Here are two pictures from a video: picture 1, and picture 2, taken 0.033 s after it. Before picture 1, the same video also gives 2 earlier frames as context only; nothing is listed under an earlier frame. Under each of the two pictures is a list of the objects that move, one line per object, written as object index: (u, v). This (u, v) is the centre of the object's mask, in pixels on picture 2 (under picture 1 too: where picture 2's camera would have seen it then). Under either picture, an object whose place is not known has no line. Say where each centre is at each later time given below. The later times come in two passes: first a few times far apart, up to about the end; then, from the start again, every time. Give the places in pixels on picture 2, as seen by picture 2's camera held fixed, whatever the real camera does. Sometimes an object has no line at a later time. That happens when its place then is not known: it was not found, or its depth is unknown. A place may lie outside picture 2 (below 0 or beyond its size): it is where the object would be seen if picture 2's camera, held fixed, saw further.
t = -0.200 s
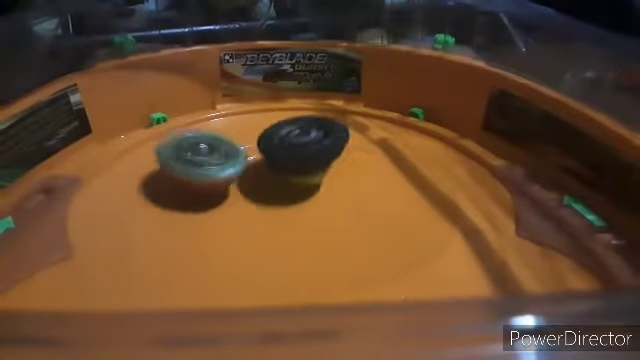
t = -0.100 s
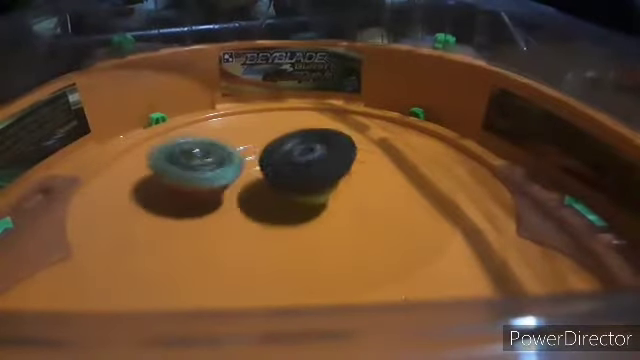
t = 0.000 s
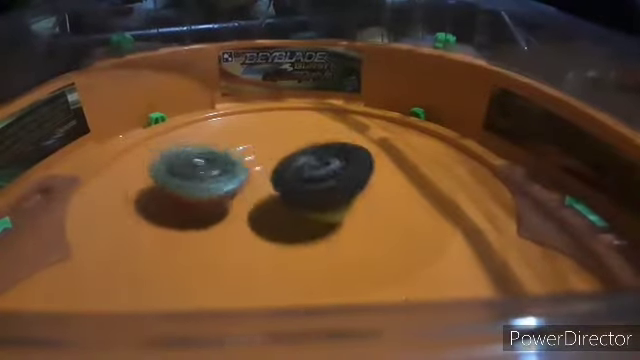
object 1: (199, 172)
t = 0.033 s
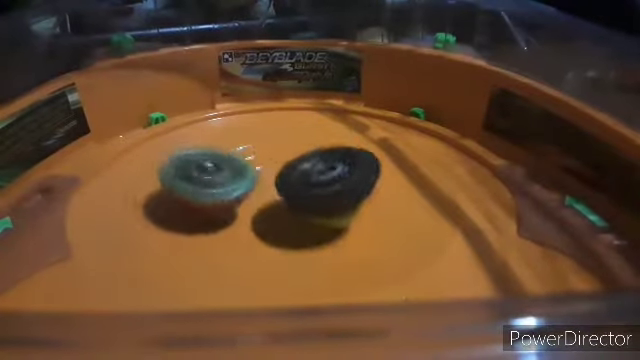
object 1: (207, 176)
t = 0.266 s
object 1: (284, 176)
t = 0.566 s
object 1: (337, 146)
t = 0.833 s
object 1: (316, 143)
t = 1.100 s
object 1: (306, 170)
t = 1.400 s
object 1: (312, 203)
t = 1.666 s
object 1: (309, 197)
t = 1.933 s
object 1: (268, 179)
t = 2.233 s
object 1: (235, 164)
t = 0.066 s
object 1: (216, 178)
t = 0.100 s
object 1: (230, 181)
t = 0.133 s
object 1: (243, 182)
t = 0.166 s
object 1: (253, 181)
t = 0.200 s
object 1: (263, 179)
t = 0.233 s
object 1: (273, 177)
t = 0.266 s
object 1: (284, 176)
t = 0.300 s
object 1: (293, 173)
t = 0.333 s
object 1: (302, 170)
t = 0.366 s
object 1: (310, 167)
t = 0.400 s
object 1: (318, 164)
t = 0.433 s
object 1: (325, 160)
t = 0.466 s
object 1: (331, 156)
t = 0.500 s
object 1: (335, 152)
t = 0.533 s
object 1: (337, 149)
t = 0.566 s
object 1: (337, 146)
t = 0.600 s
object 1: (336, 144)
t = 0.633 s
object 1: (334, 143)
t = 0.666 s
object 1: (332, 143)
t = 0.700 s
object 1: (329, 143)
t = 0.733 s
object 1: (325, 143)
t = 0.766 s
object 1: (320, 144)
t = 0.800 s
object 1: (319, 143)
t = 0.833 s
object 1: (316, 143)
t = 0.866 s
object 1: (312, 144)
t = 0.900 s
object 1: (310, 147)
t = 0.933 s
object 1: (307, 150)
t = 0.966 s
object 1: (307, 154)
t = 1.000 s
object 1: (306, 158)
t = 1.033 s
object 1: (306, 162)
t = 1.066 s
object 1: (307, 166)
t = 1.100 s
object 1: (306, 170)
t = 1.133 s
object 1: (308, 174)
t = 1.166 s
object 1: (308, 178)
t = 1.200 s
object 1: (309, 182)
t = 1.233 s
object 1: (308, 185)
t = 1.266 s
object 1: (307, 190)
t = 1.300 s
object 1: (308, 192)
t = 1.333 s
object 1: (308, 197)
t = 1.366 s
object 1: (311, 200)
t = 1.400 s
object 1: (312, 203)
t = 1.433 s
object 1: (313, 205)
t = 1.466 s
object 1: (316, 206)
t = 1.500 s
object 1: (316, 206)
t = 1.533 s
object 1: (318, 206)
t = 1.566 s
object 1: (318, 205)
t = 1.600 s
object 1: (316, 203)
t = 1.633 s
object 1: (314, 200)
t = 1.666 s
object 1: (309, 197)
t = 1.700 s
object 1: (306, 195)
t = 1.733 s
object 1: (300, 191)
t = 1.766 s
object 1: (296, 188)
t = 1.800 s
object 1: (290, 187)
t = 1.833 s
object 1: (285, 185)
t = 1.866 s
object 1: (279, 183)
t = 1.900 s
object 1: (272, 181)
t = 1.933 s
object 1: (268, 179)
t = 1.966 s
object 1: (263, 175)
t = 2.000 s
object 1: (257, 173)
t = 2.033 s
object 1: (251, 171)
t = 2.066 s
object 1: (247, 168)
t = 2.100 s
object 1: (243, 167)
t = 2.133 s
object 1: (238, 165)
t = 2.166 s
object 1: (237, 165)
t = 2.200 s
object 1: (235, 165)
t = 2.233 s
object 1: (235, 164)
